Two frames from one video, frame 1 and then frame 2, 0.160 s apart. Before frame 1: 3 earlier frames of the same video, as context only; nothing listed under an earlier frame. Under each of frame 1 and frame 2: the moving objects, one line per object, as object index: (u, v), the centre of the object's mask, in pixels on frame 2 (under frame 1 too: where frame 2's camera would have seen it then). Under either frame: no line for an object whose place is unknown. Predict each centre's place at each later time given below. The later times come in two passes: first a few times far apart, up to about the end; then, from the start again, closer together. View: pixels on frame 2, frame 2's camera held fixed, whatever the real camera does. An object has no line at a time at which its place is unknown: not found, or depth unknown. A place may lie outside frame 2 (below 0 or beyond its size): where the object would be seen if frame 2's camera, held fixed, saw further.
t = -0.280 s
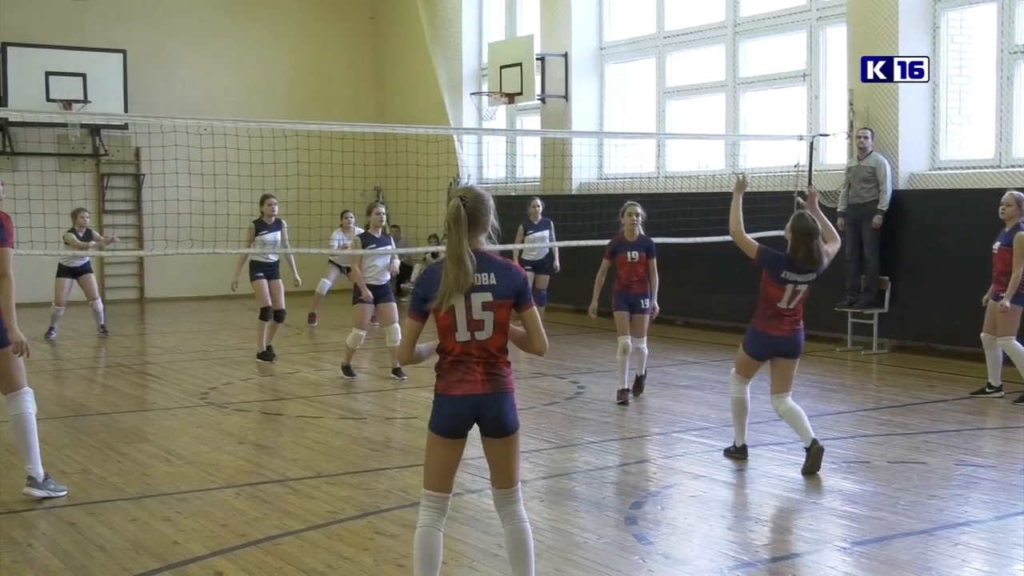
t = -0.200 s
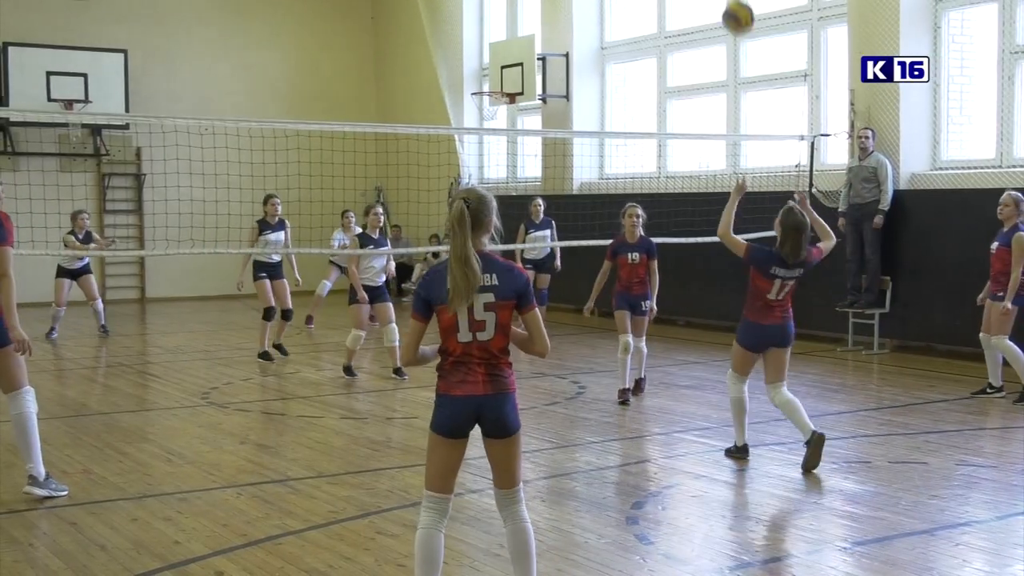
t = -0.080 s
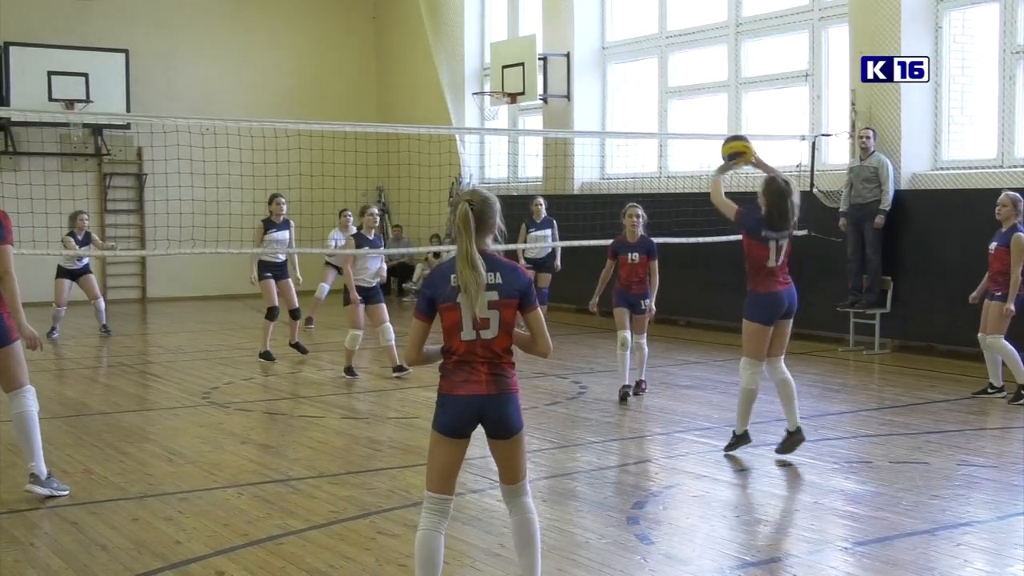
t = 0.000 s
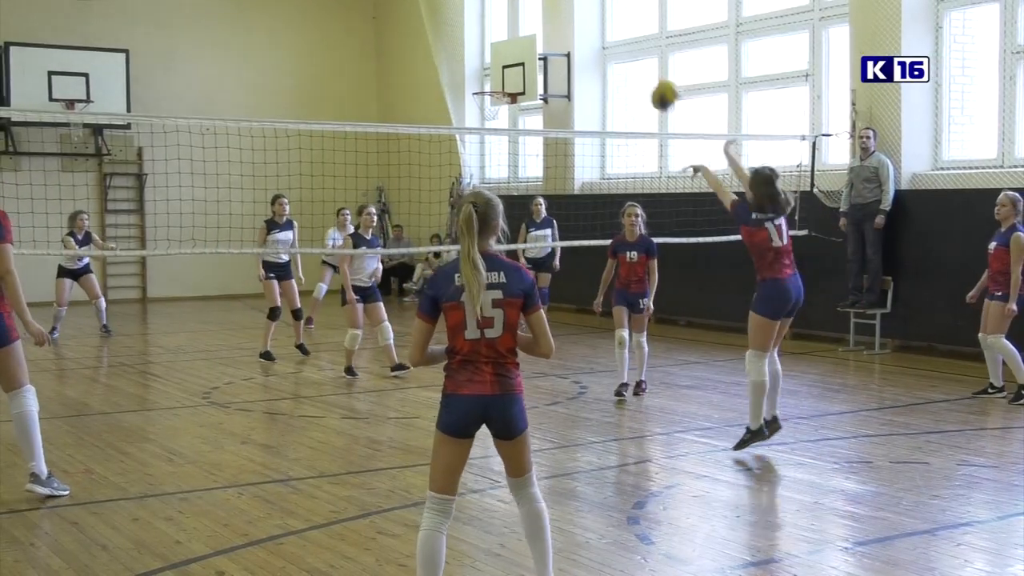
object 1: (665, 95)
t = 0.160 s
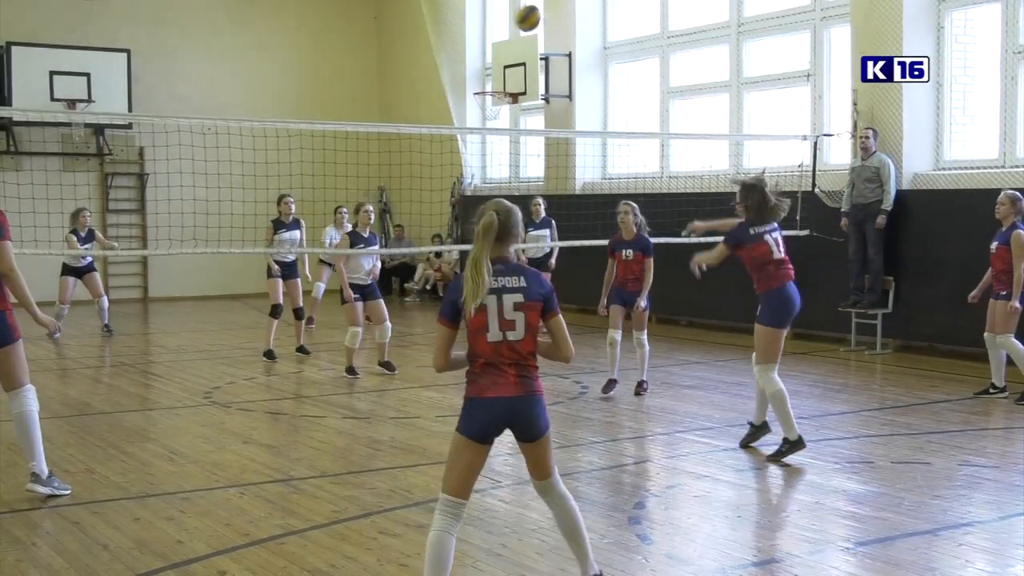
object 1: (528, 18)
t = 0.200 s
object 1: (499, 10)
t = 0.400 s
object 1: (379, 1)
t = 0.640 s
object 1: (270, 30)
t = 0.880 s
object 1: (188, 110)
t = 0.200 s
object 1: (499, 10)
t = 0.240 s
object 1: (472, 5)
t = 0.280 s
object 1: (447, 3)
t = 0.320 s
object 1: (423, 2)
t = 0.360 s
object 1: (400, 2)
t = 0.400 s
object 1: (379, 1)
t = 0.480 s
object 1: (341, 4)
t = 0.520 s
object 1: (321, 7)
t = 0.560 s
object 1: (304, 13)
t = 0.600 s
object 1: (286, 21)
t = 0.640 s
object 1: (270, 30)
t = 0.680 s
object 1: (254, 42)
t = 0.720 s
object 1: (239, 54)
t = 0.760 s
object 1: (225, 67)
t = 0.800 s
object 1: (212, 82)
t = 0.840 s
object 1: (200, 97)
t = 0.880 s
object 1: (188, 110)
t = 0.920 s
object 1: (176, 131)
